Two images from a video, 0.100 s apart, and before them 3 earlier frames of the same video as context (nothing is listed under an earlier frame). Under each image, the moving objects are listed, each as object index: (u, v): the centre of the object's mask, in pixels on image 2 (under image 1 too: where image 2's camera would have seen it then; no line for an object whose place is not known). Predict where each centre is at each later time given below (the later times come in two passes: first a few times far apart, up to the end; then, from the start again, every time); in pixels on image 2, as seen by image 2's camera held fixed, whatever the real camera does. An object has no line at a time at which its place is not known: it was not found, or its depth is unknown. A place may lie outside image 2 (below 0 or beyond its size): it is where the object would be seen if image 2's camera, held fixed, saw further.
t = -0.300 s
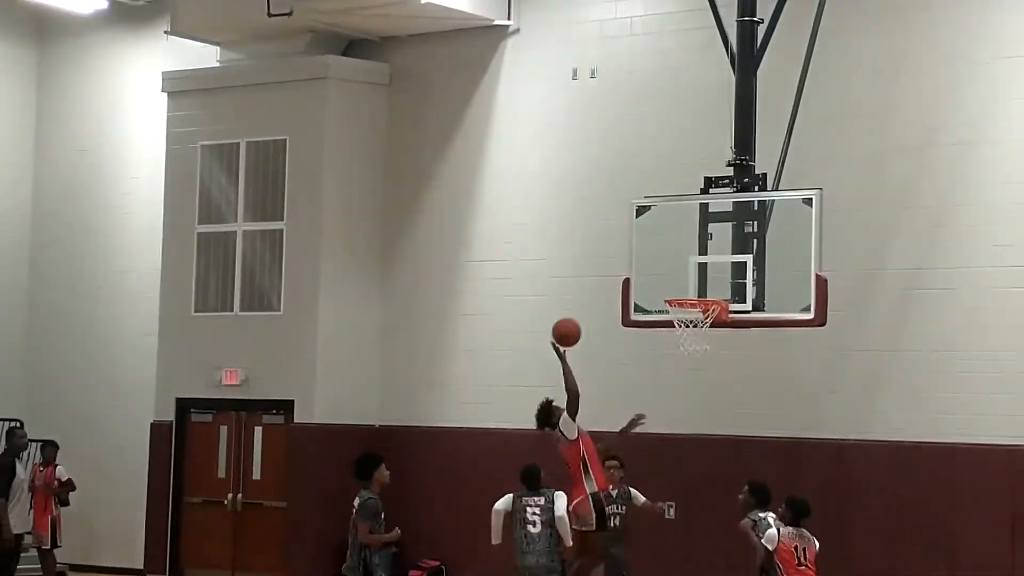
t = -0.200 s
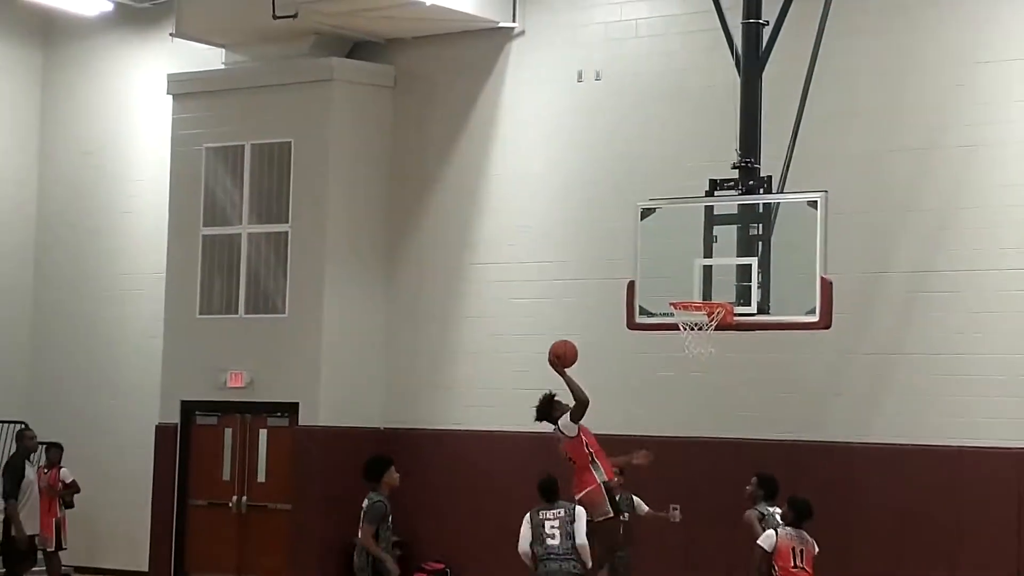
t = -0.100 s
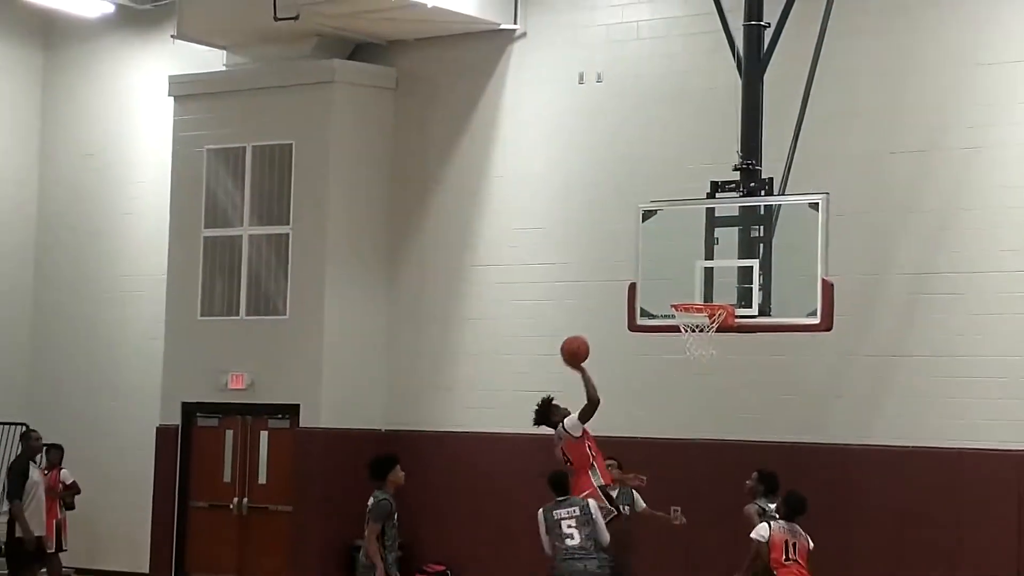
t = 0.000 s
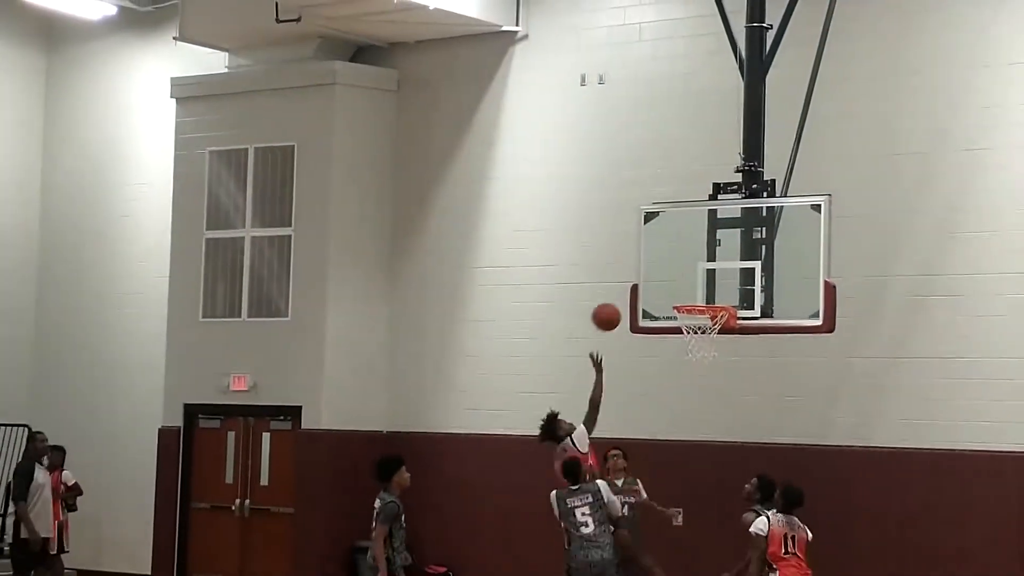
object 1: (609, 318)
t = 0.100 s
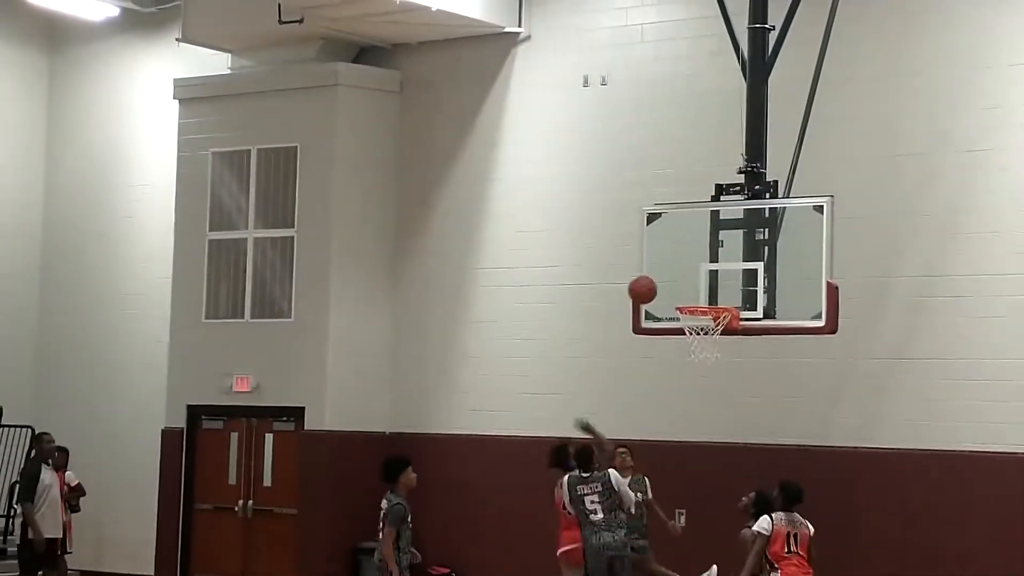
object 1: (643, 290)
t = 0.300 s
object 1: (707, 269)
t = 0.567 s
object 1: (702, 304)
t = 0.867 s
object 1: (706, 374)
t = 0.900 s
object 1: (708, 386)
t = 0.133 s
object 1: (654, 283)
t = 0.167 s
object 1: (665, 277)
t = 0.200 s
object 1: (675, 273)
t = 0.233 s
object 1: (685, 270)
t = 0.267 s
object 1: (696, 269)
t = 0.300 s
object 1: (707, 269)
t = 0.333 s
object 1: (707, 270)
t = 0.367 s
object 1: (707, 273)
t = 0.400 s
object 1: (707, 276)
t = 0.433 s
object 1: (707, 281)
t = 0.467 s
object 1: (707, 288)
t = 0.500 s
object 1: (707, 294)
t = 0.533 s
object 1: (707, 298)
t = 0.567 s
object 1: (702, 304)
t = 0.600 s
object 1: (698, 311)
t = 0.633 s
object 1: (695, 316)
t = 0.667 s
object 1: (692, 323)
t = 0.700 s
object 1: (695, 330)
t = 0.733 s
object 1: (697, 337)
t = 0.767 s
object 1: (698, 343)
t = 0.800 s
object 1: (702, 354)
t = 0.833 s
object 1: (704, 363)
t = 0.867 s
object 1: (706, 374)
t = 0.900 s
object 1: (708, 386)
